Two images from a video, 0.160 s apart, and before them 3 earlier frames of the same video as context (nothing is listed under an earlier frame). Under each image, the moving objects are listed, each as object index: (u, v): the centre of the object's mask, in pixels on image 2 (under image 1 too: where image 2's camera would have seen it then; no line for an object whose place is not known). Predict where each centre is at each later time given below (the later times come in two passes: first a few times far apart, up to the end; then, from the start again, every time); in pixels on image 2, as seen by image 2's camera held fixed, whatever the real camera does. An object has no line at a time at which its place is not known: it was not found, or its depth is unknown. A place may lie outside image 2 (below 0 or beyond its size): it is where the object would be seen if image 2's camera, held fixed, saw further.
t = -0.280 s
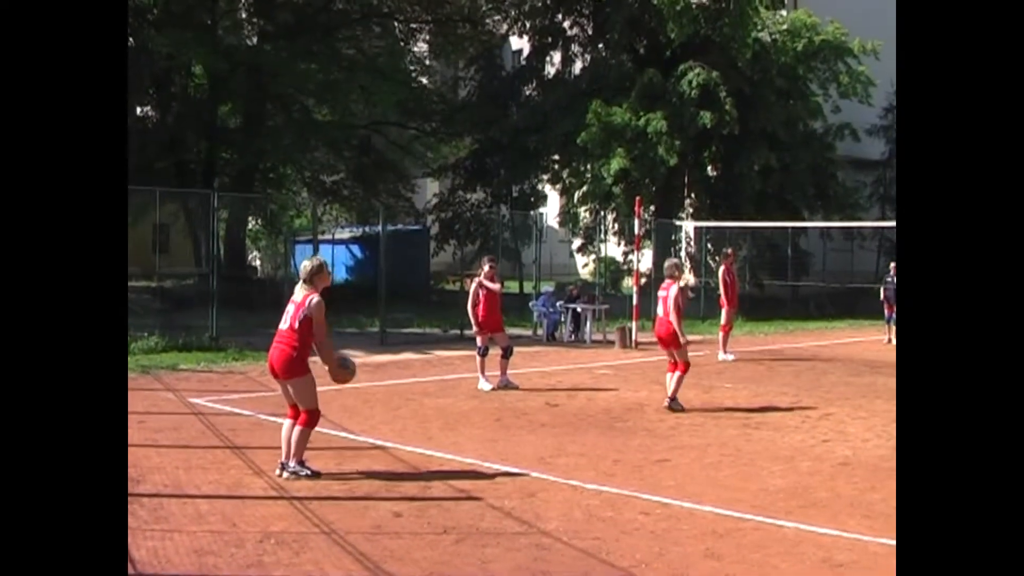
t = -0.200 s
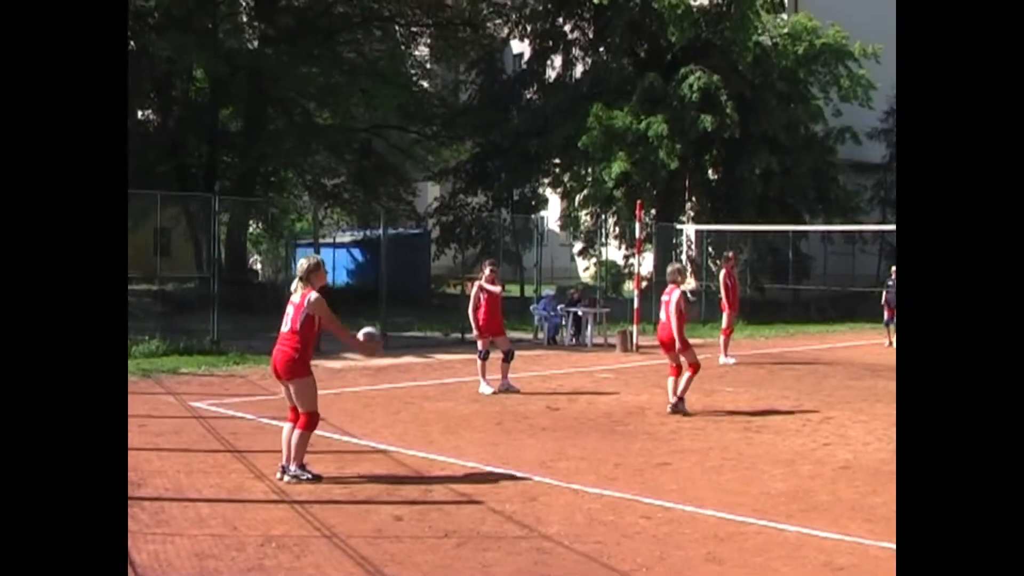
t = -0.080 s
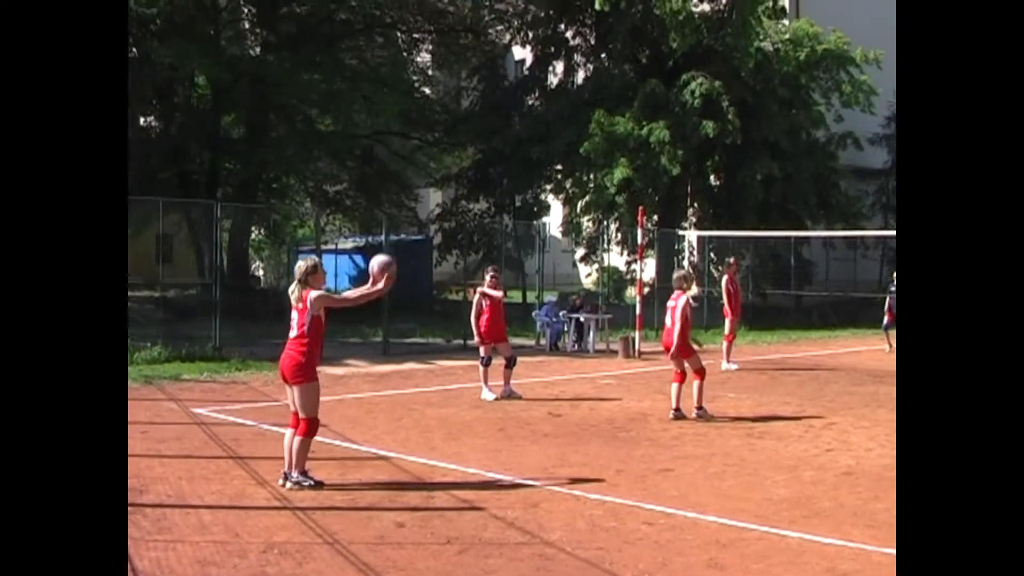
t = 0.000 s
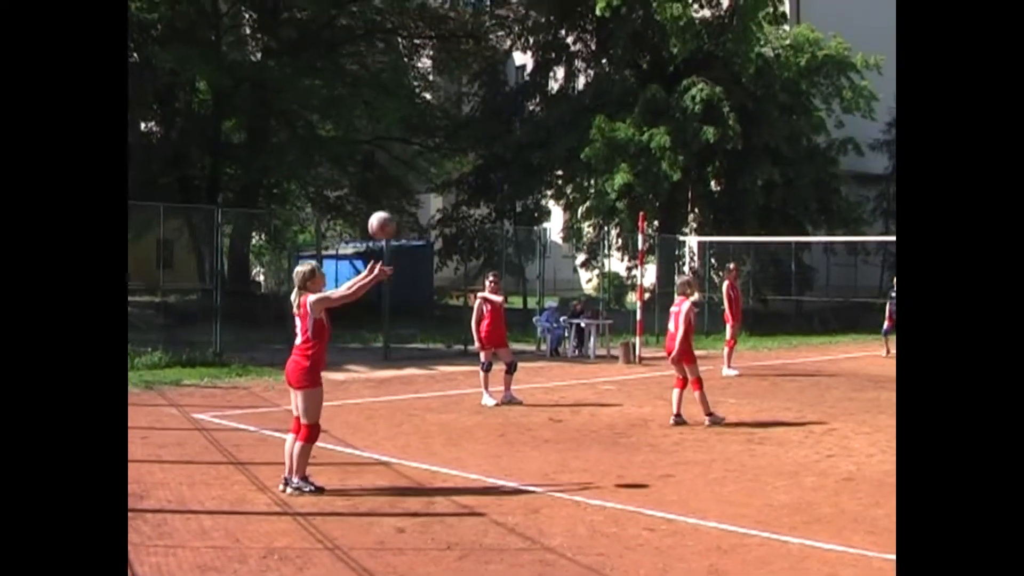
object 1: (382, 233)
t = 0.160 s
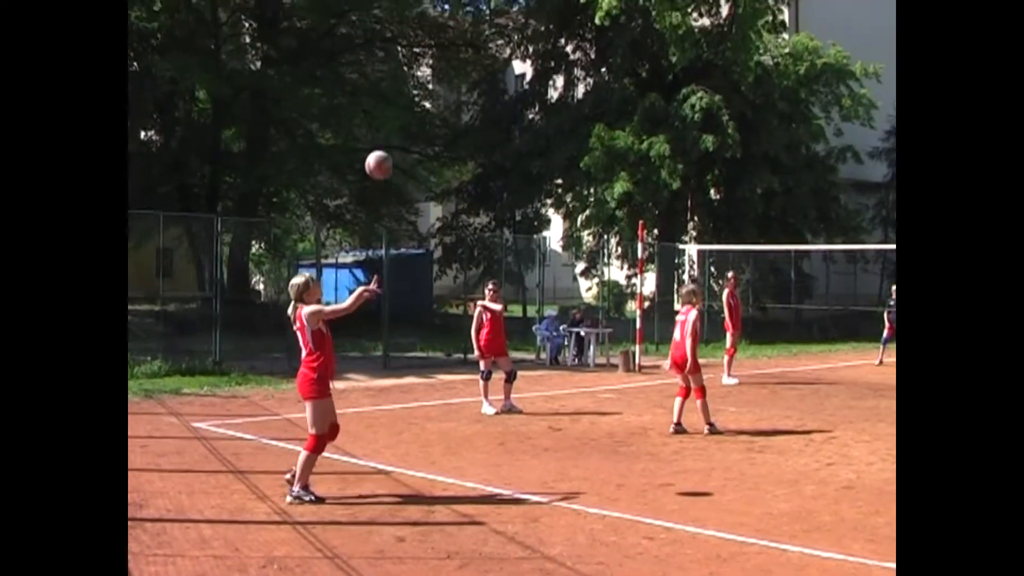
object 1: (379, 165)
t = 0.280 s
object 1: (376, 137)
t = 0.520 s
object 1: (372, 138)
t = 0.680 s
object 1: (368, 180)
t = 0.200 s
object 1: (378, 153)
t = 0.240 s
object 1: (377, 144)
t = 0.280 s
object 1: (376, 137)
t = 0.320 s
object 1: (376, 132)
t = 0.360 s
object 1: (375, 129)
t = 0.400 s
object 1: (374, 129)
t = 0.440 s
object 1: (373, 129)
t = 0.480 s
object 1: (372, 132)
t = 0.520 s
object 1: (372, 138)
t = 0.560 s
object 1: (371, 145)
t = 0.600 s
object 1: (370, 155)
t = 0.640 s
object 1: (369, 166)
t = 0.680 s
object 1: (368, 180)
